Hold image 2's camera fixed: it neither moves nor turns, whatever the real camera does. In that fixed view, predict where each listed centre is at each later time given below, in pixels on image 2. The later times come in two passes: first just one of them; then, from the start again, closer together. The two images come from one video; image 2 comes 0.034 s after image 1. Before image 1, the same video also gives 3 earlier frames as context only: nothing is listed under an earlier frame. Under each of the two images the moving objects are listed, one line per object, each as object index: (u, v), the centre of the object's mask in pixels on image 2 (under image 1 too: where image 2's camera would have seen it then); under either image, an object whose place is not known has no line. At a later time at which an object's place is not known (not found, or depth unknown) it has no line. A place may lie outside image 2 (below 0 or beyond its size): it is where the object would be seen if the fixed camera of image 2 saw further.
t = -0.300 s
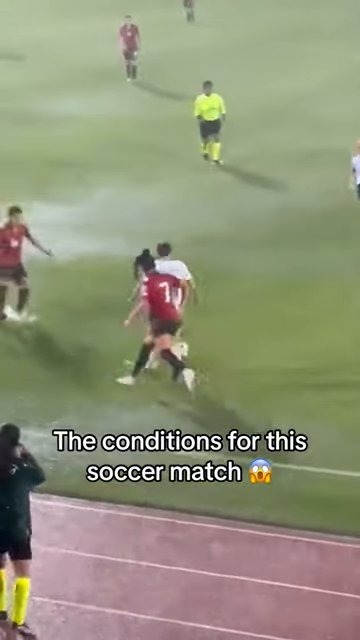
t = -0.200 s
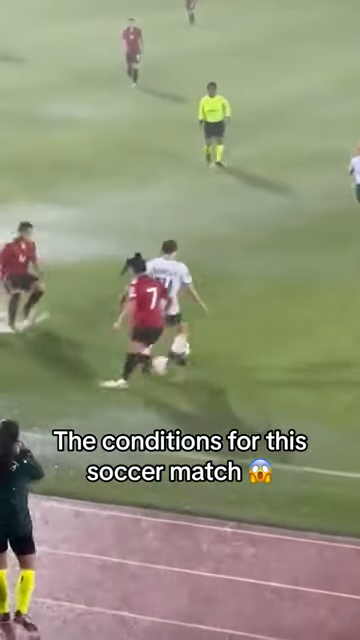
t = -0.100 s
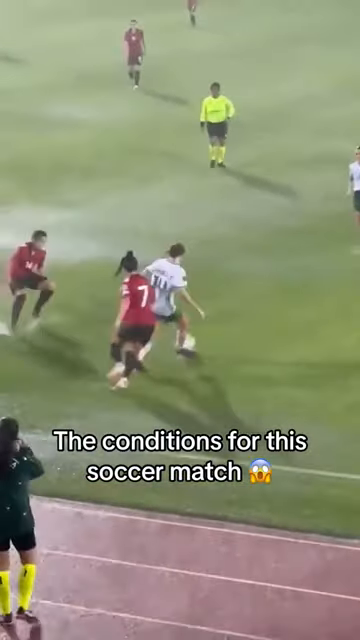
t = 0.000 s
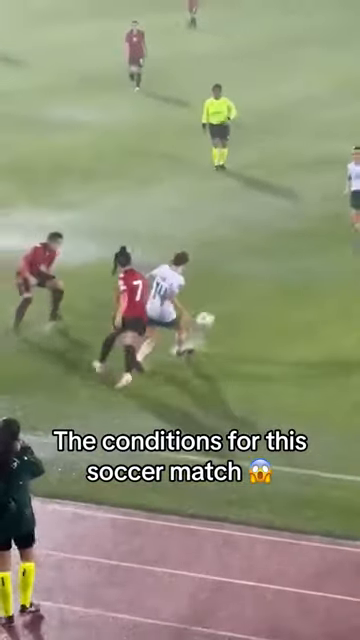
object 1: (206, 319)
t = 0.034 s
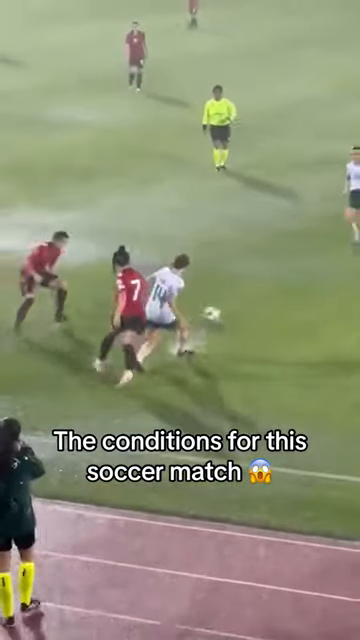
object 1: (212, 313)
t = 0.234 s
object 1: (227, 295)
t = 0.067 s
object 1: (217, 309)
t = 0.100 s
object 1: (221, 308)
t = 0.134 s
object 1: (222, 302)
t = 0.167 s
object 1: (223, 301)
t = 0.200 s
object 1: (227, 298)
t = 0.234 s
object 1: (227, 295)
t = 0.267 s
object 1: (226, 289)
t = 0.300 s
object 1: (228, 290)
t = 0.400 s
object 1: (230, 283)
